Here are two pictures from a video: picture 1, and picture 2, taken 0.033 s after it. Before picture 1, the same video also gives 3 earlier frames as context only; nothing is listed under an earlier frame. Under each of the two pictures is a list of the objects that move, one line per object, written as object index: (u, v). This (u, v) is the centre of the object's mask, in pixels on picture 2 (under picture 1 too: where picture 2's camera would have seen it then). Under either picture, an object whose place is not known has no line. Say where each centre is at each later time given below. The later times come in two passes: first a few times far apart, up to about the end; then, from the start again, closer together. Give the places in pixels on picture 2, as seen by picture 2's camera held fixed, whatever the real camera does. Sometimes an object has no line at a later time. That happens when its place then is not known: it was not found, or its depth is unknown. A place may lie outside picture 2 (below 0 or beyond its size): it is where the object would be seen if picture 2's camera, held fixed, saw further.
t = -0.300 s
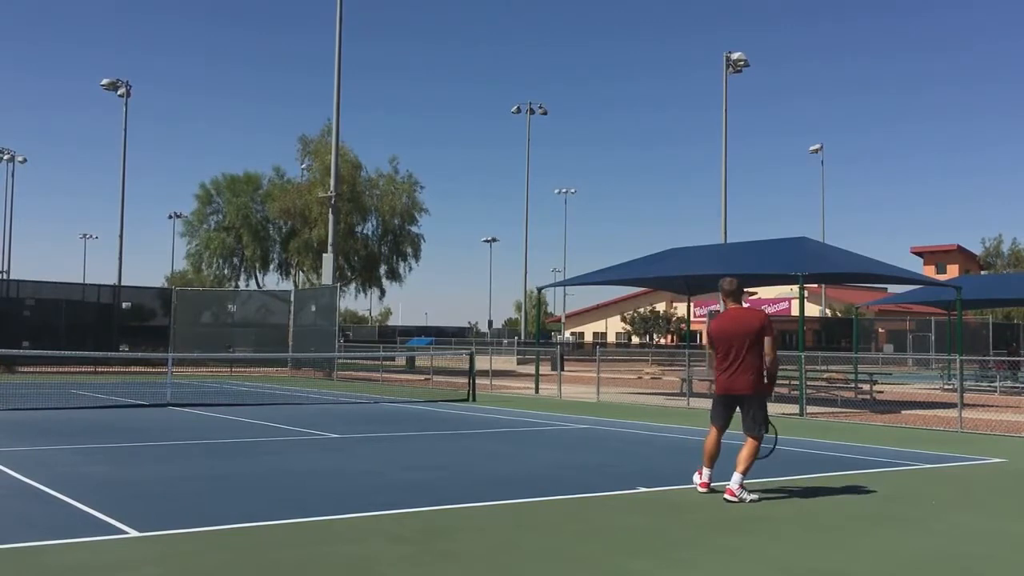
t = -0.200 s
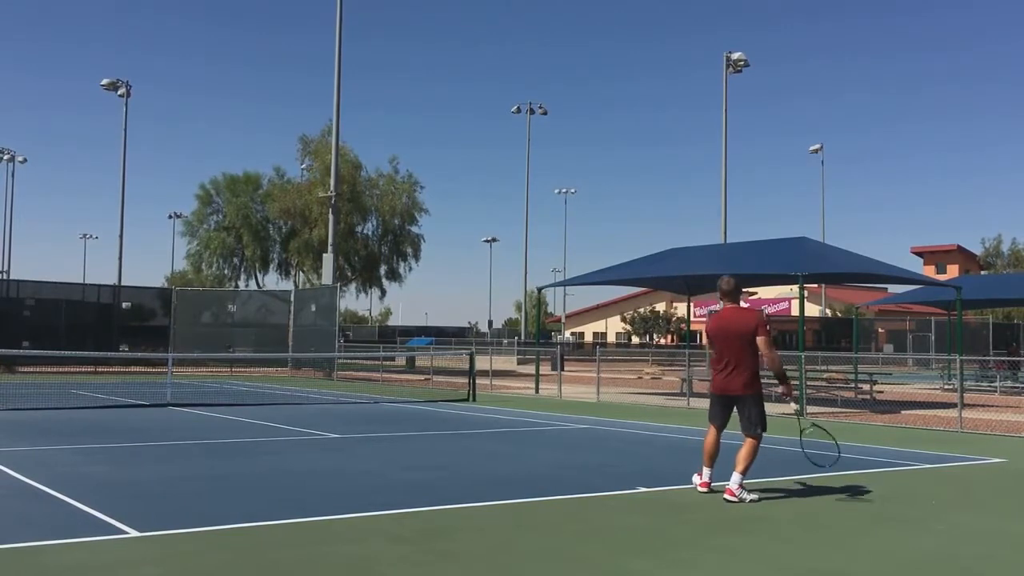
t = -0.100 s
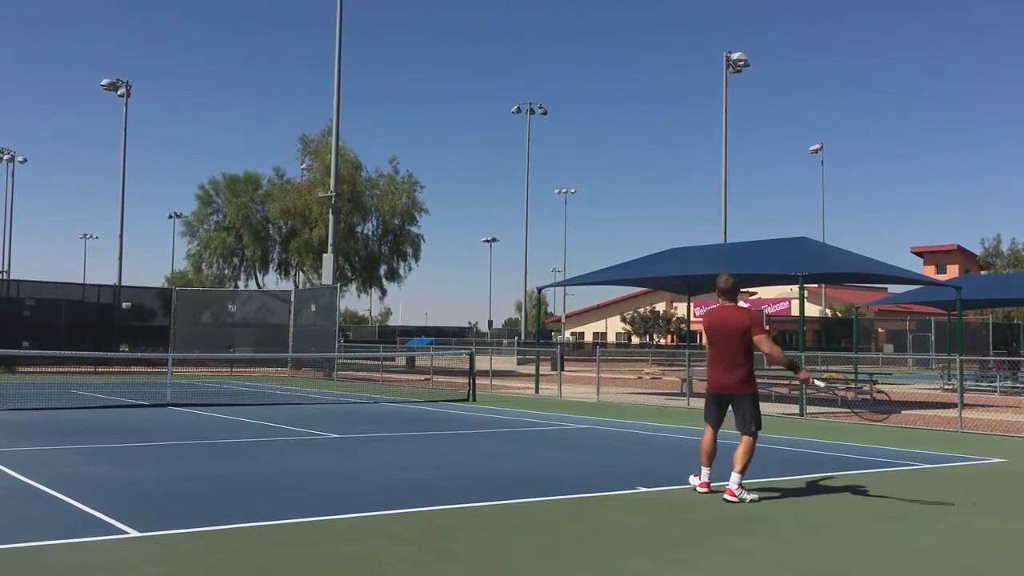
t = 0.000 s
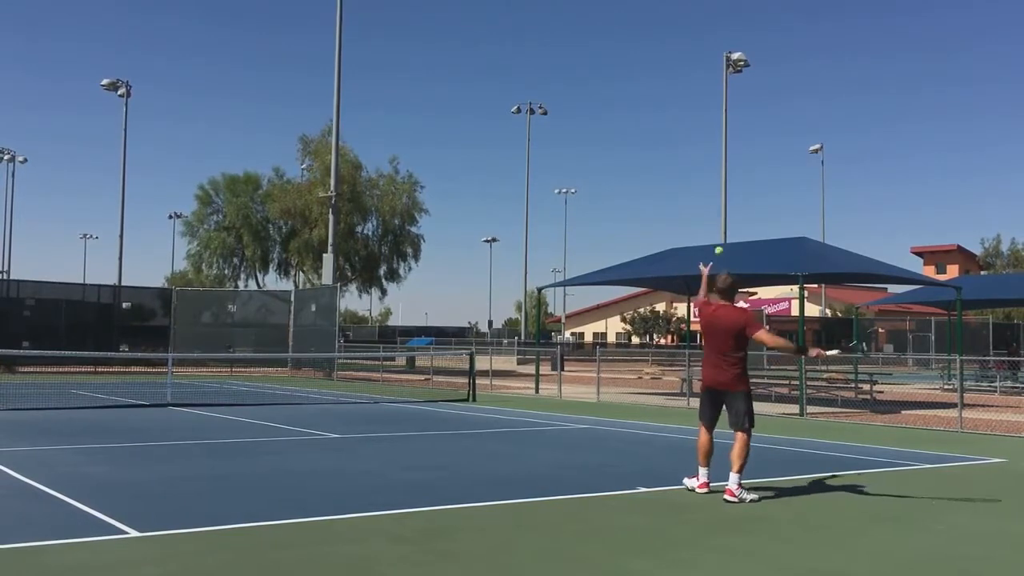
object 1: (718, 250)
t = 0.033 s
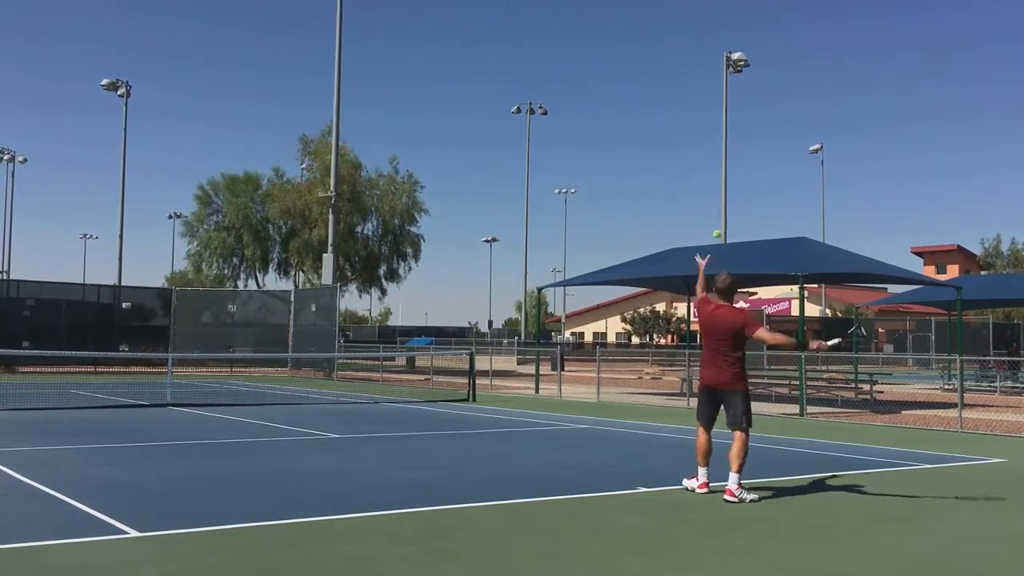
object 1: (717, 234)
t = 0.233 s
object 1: (705, 158)
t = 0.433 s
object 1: (693, 127)
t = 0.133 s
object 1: (711, 189)
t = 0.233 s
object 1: (705, 158)
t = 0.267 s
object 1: (703, 149)
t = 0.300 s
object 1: (701, 142)
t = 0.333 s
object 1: (699, 136)
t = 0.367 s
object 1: (697, 132)
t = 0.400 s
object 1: (695, 129)
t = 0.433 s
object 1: (693, 127)
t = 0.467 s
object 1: (692, 126)
